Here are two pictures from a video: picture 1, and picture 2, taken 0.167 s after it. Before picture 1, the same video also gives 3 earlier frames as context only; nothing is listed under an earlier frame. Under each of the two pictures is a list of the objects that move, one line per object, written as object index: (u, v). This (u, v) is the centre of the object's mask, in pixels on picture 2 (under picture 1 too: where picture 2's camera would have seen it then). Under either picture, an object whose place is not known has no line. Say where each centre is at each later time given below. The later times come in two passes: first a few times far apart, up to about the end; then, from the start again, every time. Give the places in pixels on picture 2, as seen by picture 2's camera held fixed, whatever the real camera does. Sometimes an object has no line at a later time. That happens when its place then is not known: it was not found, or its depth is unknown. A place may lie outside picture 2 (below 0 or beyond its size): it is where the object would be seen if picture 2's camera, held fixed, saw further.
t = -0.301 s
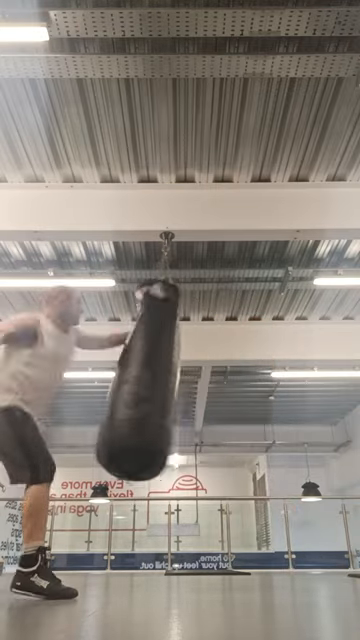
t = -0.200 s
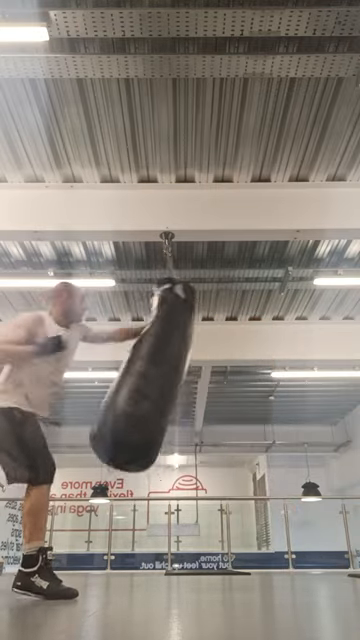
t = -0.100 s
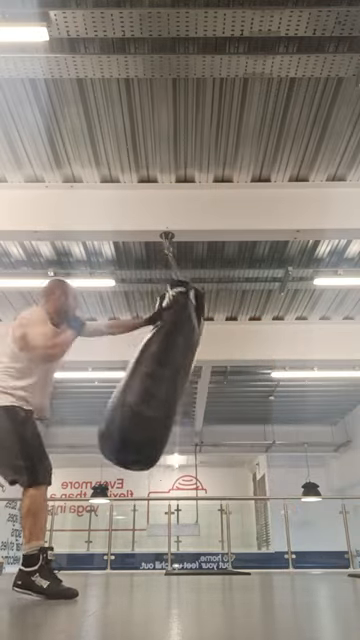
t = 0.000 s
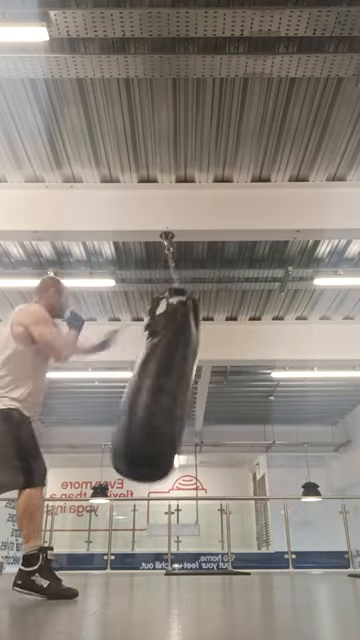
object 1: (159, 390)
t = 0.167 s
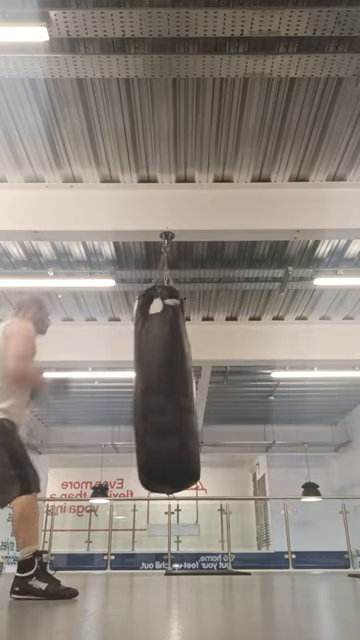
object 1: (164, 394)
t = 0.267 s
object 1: (171, 397)
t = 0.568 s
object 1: (182, 402)
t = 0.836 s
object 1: (183, 405)
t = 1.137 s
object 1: (176, 402)
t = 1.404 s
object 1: (163, 400)
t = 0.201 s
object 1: (166, 394)
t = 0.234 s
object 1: (168, 396)
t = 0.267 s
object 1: (171, 397)
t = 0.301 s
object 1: (173, 401)
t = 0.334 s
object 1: (174, 404)
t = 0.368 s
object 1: (175, 404)
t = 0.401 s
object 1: (176, 403)
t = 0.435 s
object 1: (177, 402)
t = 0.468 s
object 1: (177, 402)
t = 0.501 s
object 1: (179, 401)
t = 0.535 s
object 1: (180, 402)
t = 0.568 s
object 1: (182, 402)
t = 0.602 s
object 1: (183, 402)
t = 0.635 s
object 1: (183, 402)
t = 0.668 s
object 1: (183, 403)
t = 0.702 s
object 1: (183, 404)
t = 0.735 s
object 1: (183, 404)
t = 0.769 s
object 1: (183, 405)
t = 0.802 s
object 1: (183, 405)
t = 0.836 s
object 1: (183, 405)
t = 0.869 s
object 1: (183, 405)
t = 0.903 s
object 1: (183, 405)
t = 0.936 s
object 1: (182, 404)
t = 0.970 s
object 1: (181, 404)
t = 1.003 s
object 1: (180, 403)
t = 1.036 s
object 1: (179, 403)
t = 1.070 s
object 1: (178, 403)
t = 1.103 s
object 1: (177, 403)
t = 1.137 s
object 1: (176, 402)
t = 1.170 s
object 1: (174, 402)
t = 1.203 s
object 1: (173, 402)
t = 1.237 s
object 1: (172, 402)
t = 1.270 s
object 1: (170, 402)
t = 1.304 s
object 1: (168, 401)
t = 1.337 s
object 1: (167, 401)
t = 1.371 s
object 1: (165, 400)
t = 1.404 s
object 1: (163, 400)
